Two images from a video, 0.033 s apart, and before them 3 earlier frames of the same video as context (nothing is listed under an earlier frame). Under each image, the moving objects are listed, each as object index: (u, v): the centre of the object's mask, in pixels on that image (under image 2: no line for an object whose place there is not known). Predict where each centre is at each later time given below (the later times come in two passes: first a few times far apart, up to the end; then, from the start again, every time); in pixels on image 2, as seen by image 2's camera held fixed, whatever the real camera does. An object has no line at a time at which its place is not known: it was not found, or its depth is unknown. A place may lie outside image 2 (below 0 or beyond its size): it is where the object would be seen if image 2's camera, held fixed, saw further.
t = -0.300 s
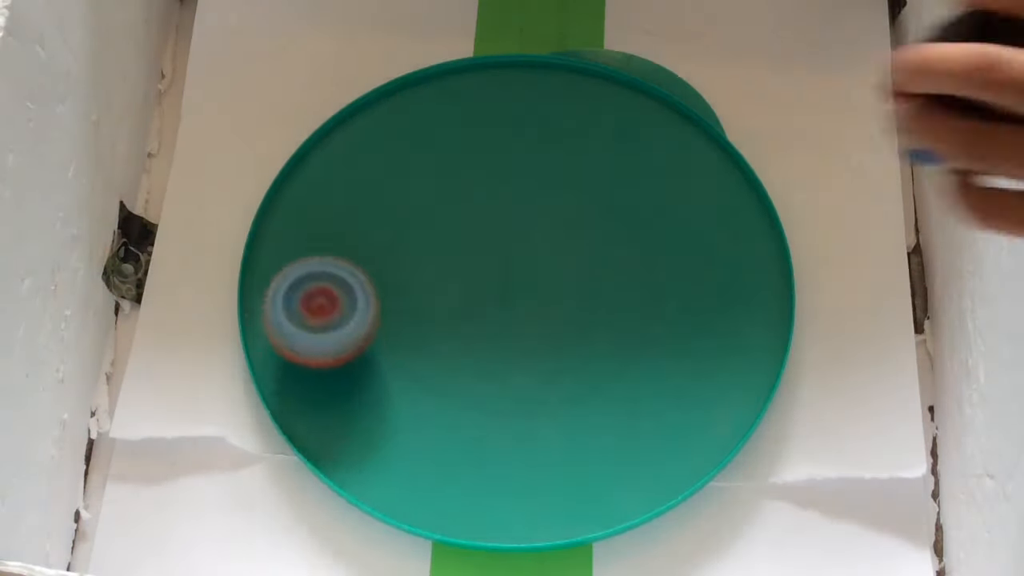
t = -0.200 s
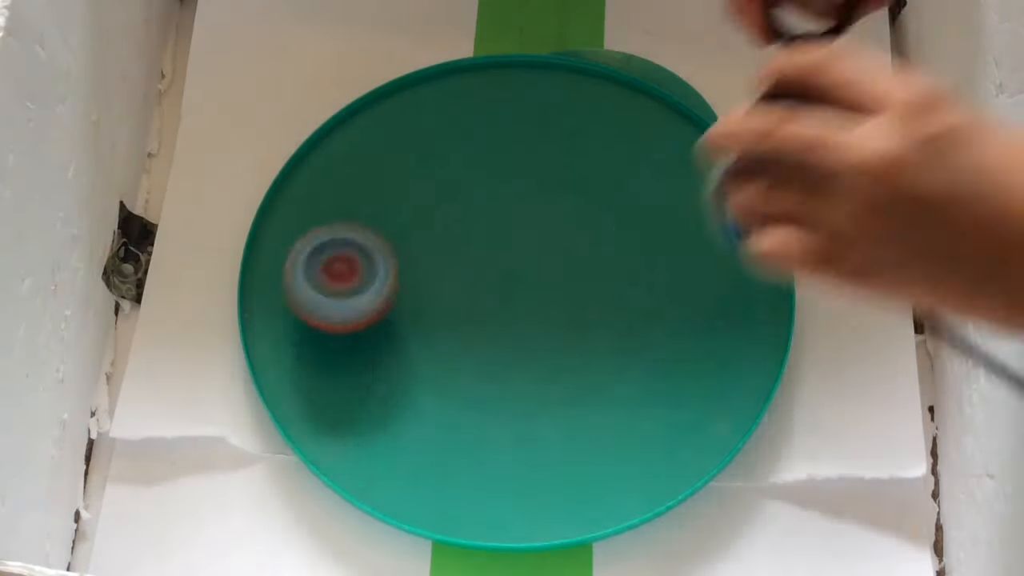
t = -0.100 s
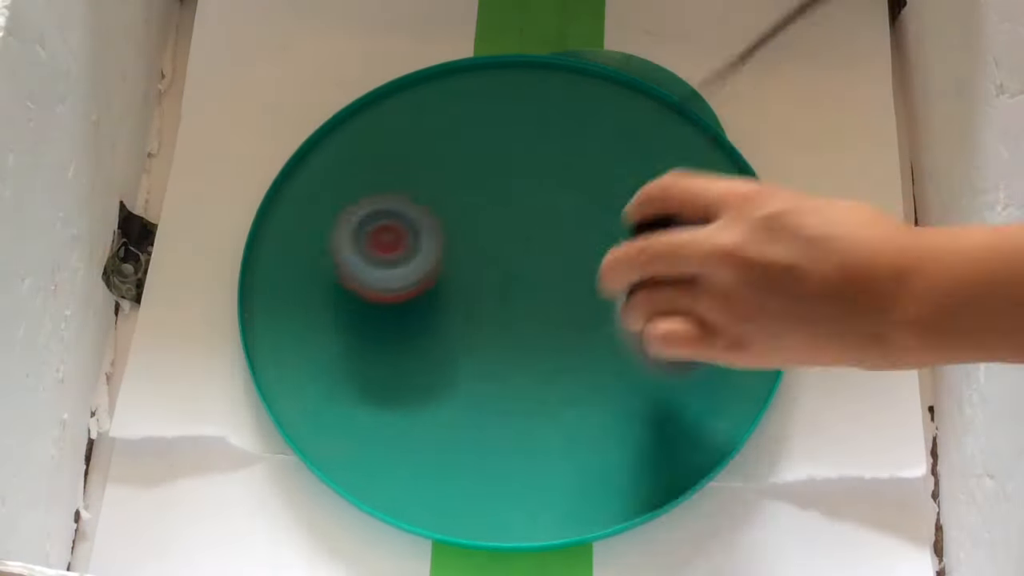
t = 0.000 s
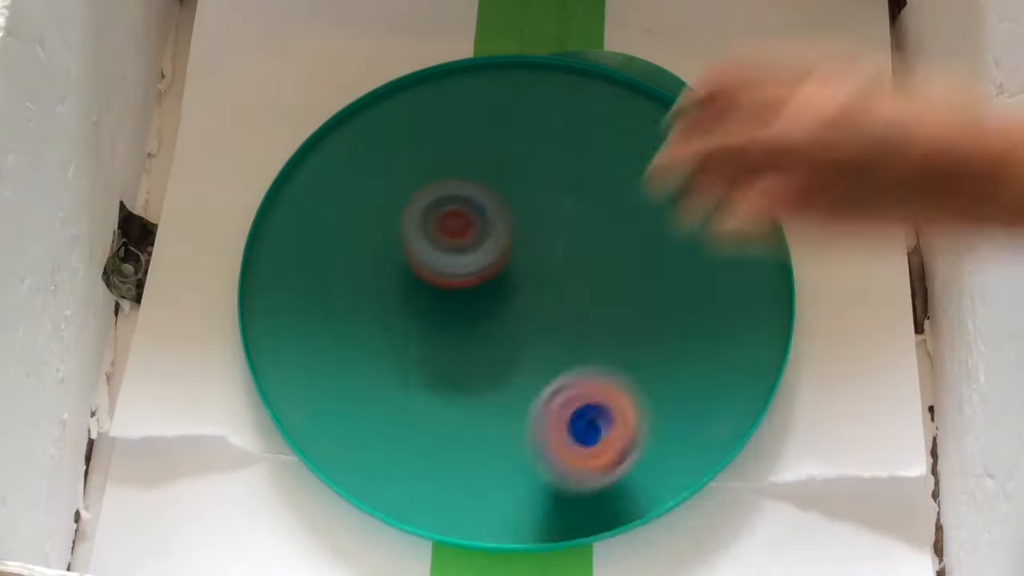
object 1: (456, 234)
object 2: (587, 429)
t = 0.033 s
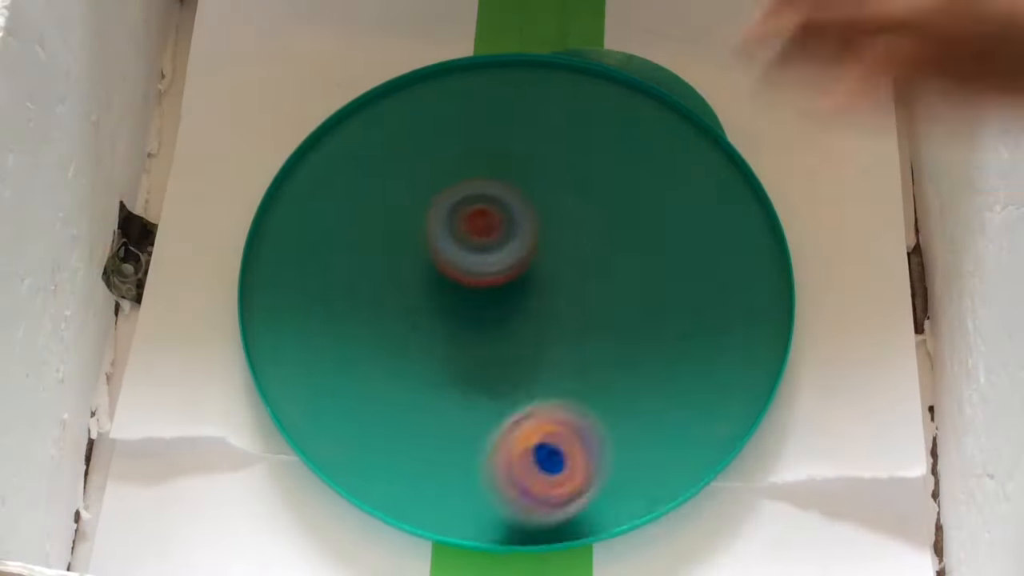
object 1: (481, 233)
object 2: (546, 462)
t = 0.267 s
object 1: (639, 320)
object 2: (270, 333)
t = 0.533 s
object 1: (584, 479)
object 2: (422, 68)
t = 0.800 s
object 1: (436, 390)
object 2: (709, 134)
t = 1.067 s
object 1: (504, 197)
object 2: (718, 411)
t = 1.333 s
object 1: (721, 191)
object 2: (408, 474)
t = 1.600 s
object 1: (727, 355)
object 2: (287, 301)
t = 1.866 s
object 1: (488, 404)
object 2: (392, 168)
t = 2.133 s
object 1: (340, 245)
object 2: (587, 189)
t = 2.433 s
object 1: (427, 79)
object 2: (665, 347)
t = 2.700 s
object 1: (618, 130)
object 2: (547, 422)
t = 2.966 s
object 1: (681, 335)
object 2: (441, 329)
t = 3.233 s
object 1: (539, 506)
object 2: (462, 218)
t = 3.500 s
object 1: (343, 433)
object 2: (565, 187)
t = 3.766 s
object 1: (341, 253)
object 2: (622, 260)
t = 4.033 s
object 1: (517, 150)
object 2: (546, 334)
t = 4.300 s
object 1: (711, 199)
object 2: (465, 318)
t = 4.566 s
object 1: (760, 355)
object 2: (464, 263)
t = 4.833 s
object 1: (582, 440)
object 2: (510, 251)
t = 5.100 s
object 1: (400, 343)
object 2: (545, 246)
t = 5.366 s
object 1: (378, 180)
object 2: (580, 256)
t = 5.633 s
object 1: (510, 101)
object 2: (568, 284)
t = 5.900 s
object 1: (647, 200)
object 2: (535, 290)
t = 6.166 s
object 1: (626, 367)
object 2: (528, 289)
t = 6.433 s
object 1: (472, 447)
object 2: (529, 310)
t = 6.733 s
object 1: (357, 335)
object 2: (509, 322)
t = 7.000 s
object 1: (452, 210)
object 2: (492, 317)
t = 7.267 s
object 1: (612, 197)
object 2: (486, 292)
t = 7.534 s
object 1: (696, 300)
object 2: (498, 283)
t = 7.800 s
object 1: (580, 384)
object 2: (507, 297)
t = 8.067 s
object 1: (465, 366)
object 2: (437, 247)
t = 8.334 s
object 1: (461, 311)
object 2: (417, 188)
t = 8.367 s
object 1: (466, 304)
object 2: (416, 185)
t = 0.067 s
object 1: (508, 236)
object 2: (498, 493)
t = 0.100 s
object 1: (535, 243)
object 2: (447, 499)
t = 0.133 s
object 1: (562, 254)
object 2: (406, 472)
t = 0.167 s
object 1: (586, 267)
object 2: (362, 446)
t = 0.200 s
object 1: (607, 282)
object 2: (316, 419)
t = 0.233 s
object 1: (624, 301)
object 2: (289, 376)
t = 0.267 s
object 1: (639, 320)
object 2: (270, 333)
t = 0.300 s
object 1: (648, 341)
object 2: (264, 288)
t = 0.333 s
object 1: (653, 362)
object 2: (264, 242)
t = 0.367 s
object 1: (653, 386)
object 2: (275, 201)
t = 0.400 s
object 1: (648, 410)
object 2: (294, 164)
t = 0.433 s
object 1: (638, 433)
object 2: (320, 132)
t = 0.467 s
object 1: (623, 453)
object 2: (350, 105)
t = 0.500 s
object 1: (605, 468)
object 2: (384, 84)
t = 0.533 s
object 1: (584, 479)
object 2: (422, 68)
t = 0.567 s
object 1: (561, 484)
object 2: (460, 58)
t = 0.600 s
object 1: (539, 484)
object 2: (500, 54)
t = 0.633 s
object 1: (516, 478)
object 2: (538, 53)
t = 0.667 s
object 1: (495, 467)
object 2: (577, 61)
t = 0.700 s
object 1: (476, 453)
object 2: (615, 72)
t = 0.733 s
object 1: (458, 435)
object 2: (648, 89)
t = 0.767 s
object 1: (445, 414)
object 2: (680, 111)
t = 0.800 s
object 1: (436, 390)
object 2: (709, 134)
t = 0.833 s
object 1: (430, 365)
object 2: (734, 163)
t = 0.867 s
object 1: (427, 338)
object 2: (751, 196)
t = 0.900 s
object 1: (428, 312)
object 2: (763, 230)
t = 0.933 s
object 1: (435, 286)
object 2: (770, 267)
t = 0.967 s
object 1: (446, 261)
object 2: (768, 304)
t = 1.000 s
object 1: (461, 236)
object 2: (757, 343)
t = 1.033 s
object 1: (481, 214)
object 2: (742, 377)
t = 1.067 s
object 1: (504, 197)
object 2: (718, 411)
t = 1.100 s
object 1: (530, 182)
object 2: (687, 439)
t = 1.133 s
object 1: (556, 171)
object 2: (651, 463)
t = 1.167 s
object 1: (583, 165)
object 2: (613, 483)
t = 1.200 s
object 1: (613, 163)
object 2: (568, 494)
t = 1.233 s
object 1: (642, 165)
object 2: (526, 495)
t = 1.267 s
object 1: (671, 171)
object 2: (485, 494)
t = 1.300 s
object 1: (697, 179)
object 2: (445, 488)
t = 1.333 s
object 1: (721, 191)
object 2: (408, 474)
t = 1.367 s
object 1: (742, 205)
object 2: (376, 457)
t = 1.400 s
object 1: (757, 223)
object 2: (350, 439)
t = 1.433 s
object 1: (769, 243)
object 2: (329, 418)
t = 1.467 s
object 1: (773, 265)
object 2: (314, 394)
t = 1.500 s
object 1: (767, 289)
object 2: (301, 372)
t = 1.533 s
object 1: (757, 312)
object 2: (293, 349)
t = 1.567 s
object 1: (744, 335)
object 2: (288, 325)
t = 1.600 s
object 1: (727, 355)
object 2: (287, 301)
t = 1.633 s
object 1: (704, 372)
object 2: (291, 281)
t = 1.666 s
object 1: (679, 387)
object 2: (297, 260)
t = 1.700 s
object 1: (649, 399)
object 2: (307, 238)
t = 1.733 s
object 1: (619, 408)
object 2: (318, 221)
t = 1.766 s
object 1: (585, 413)
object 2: (335, 204)
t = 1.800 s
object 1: (553, 414)
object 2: (350, 190)
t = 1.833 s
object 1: (520, 412)
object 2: (371, 176)
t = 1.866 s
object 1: (488, 404)
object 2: (392, 168)
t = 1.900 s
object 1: (458, 394)
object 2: (415, 163)
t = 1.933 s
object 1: (429, 378)
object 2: (438, 159)
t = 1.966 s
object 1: (404, 360)
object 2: (462, 159)
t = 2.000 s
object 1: (383, 339)
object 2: (489, 159)
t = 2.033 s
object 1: (367, 316)
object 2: (514, 163)
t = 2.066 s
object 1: (355, 292)
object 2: (539, 170)
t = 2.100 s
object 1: (347, 269)
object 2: (564, 178)
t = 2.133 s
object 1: (340, 245)
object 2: (587, 189)
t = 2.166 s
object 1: (338, 221)
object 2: (608, 199)
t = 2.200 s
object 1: (338, 198)
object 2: (625, 214)
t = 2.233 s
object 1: (340, 174)
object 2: (640, 230)
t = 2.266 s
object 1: (347, 153)
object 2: (653, 248)
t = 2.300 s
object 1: (357, 133)
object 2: (663, 267)
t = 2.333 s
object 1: (370, 115)
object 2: (668, 287)
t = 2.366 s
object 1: (386, 100)
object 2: (669, 309)
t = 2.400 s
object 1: (406, 88)
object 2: (668, 329)
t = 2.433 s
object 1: (427, 79)
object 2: (665, 347)
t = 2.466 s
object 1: (451, 73)
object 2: (658, 365)
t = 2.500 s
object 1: (475, 71)
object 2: (647, 380)
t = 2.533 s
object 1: (501, 73)
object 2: (634, 391)
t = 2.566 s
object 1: (526, 78)
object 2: (619, 402)
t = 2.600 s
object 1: (551, 86)
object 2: (602, 412)
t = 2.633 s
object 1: (576, 97)
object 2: (584, 418)
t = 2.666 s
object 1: (598, 112)
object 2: (564, 421)
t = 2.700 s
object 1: (618, 130)
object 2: (547, 422)
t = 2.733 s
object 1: (637, 151)
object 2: (527, 419)
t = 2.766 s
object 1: (654, 173)
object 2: (511, 413)
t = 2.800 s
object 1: (668, 201)
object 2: (496, 404)
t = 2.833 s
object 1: (677, 226)
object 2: (482, 392)
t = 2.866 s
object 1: (684, 251)
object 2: (469, 377)
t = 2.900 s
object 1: (686, 280)
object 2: (458, 362)
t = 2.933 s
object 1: (685, 307)
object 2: (449, 346)
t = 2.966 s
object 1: (681, 335)
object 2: (441, 329)
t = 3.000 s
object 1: (672, 362)
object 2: (436, 314)
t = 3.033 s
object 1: (661, 388)
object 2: (434, 299)
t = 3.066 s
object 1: (647, 413)
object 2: (434, 282)
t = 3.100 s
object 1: (630, 437)
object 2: (436, 268)
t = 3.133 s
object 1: (610, 458)
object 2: (440, 253)
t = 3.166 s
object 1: (588, 477)
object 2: (446, 240)
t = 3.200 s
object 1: (564, 492)
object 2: (454, 229)
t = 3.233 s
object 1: (539, 506)
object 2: (462, 218)
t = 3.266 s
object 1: (512, 506)
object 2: (472, 210)
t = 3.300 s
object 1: (485, 498)
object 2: (484, 202)
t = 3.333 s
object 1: (458, 491)
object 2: (495, 195)
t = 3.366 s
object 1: (433, 484)
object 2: (511, 190)
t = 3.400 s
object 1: (406, 476)
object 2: (525, 186)
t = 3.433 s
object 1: (382, 464)
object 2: (539, 184)
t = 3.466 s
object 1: (360, 450)
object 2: (551, 184)
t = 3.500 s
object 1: (343, 433)
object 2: (565, 187)
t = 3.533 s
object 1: (330, 412)
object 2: (579, 192)
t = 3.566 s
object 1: (320, 391)
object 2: (592, 196)
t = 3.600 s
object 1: (314, 368)
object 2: (601, 204)
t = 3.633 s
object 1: (311, 345)
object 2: (610, 213)
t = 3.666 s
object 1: (314, 320)
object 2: (616, 223)
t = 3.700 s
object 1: (319, 297)
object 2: (620, 235)
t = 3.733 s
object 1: (329, 274)
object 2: (621, 250)
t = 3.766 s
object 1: (341, 253)
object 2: (622, 260)
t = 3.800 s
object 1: (357, 233)
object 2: (618, 276)
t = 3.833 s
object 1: (375, 214)
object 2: (613, 288)
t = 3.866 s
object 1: (395, 197)
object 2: (608, 299)
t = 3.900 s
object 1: (418, 184)
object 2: (596, 310)
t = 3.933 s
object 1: (441, 172)
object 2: (586, 318)
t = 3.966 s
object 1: (466, 162)
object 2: (571, 326)
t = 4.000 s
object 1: (491, 155)
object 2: (559, 329)
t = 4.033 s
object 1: (517, 150)
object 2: (546, 334)
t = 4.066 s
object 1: (542, 148)
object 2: (533, 336)
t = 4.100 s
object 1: (569, 149)
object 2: (521, 336)
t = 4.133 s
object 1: (595, 152)
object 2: (509, 336)
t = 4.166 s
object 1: (620, 158)
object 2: (499, 336)
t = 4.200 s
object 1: (645, 165)
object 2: (488, 333)
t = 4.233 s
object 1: (669, 175)
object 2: (481, 329)
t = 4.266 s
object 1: (691, 186)
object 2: (472, 322)
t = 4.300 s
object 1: (711, 199)
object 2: (465, 318)
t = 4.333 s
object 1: (728, 213)
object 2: (460, 312)
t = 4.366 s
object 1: (743, 230)
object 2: (456, 304)
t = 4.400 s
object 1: (755, 249)
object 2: (455, 296)
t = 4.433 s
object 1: (764, 268)
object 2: (454, 291)
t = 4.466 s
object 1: (770, 290)
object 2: (456, 283)
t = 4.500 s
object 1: (771, 311)
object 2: (457, 275)
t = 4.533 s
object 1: (768, 334)
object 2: (461, 270)
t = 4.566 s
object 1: (760, 355)
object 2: (464, 263)
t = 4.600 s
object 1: (747, 375)
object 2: (471, 259)
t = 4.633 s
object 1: (731, 393)
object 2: (476, 255)
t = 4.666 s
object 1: (711, 410)
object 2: (484, 254)
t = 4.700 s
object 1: (689, 423)
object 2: (490, 252)
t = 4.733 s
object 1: (664, 433)
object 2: (494, 252)
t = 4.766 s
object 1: (637, 439)
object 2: (501, 249)
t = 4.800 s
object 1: (610, 441)
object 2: (505, 250)
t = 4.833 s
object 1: (582, 440)
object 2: (510, 251)
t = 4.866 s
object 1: (554, 436)
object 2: (515, 248)
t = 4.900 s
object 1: (526, 429)
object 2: (518, 249)
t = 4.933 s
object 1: (501, 420)
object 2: (524, 247)
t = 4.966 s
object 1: (478, 409)
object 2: (527, 247)
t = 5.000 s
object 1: (455, 394)
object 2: (529, 248)
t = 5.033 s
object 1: (434, 379)
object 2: (536, 246)
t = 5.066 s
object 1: (416, 361)
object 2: (539, 247)
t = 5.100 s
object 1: (400, 343)
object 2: (545, 246)
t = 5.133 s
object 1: (387, 322)
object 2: (551, 244)
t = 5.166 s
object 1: (377, 301)
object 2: (556, 245)
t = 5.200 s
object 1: (370, 279)
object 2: (563, 247)
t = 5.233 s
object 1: (366, 258)
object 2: (570, 247)
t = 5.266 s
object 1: (365, 236)
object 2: (573, 249)
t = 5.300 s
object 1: (366, 217)
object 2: (577, 251)
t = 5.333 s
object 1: (370, 198)
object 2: (580, 253)
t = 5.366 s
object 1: (378, 180)
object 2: (580, 256)
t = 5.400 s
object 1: (387, 162)
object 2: (580, 261)
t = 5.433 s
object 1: (399, 146)
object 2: (582, 264)
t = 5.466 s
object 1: (413, 132)
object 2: (579, 267)
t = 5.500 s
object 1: (429, 121)
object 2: (577, 271)
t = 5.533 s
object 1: (447, 112)
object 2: (577, 275)
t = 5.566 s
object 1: (467, 105)
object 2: (574, 277)
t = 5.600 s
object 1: (489, 101)
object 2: (571, 280)
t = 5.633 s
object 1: (510, 101)
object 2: (568, 284)
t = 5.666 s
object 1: (531, 104)
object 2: (565, 286)
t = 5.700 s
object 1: (552, 109)
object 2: (560, 286)
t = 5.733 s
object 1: (572, 118)
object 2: (556, 288)
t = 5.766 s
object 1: (591, 130)
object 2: (552, 290)
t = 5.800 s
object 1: (608, 145)
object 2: (548, 290)
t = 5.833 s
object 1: (624, 162)
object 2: (545, 288)
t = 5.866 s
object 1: (637, 181)
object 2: (539, 290)
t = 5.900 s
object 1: (647, 200)
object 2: (535, 290)
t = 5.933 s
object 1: (654, 220)
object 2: (534, 289)
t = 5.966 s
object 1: (658, 242)
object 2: (532, 288)
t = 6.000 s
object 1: (660, 263)
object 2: (527, 288)
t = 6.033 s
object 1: (658, 285)
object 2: (526, 288)
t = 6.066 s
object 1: (654, 307)
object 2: (528, 290)
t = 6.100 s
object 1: (647, 328)
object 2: (527, 290)
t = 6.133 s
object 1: (638, 348)
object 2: (527, 289)
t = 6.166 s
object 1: (626, 367)
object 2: (528, 289)
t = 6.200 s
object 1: (612, 384)
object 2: (528, 294)
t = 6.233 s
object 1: (595, 401)
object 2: (527, 295)
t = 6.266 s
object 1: (577, 415)
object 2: (530, 295)
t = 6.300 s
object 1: (558, 427)
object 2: (530, 297)
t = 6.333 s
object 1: (538, 436)
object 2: (528, 300)
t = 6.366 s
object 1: (516, 442)
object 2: (527, 302)
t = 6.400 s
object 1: (494, 446)
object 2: (528, 306)
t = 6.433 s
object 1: (472, 447)
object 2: (529, 310)
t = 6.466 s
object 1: (450, 445)
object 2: (528, 312)
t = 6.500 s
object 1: (430, 440)
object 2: (527, 312)
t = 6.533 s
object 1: (411, 431)
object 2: (525, 315)
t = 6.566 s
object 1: (394, 420)
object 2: (521, 318)
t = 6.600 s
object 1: (380, 407)
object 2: (517, 318)
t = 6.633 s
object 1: (370, 391)
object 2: (517, 319)
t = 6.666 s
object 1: (362, 373)
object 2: (515, 321)
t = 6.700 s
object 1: (357, 354)
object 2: (512, 323)
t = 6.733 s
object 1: (357, 335)
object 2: (509, 322)
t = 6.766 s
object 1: (359, 315)
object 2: (506, 323)
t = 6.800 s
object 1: (364, 297)
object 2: (502, 324)
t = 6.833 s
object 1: (373, 278)
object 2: (499, 324)
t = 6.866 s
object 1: (385, 262)
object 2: (498, 324)
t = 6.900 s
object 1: (400, 247)
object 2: (496, 323)
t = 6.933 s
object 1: (416, 233)
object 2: (493, 322)
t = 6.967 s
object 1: (433, 221)
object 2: (492, 318)
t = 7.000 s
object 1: (452, 210)
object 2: (492, 317)
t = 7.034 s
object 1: (472, 202)
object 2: (491, 314)
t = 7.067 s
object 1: (491, 196)
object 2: (490, 309)
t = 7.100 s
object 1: (511, 191)
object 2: (491, 305)
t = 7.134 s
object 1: (532, 188)
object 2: (489, 303)
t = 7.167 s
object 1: (552, 188)
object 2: (486, 300)
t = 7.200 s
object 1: (573, 189)
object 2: (486, 296)
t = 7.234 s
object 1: (593, 192)
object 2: (487, 294)
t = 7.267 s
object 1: (612, 197)
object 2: (486, 292)
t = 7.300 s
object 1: (631, 205)
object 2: (486, 289)
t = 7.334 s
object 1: (647, 213)
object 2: (488, 287)
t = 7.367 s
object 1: (662, 225)
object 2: (490, 286)
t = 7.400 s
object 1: (675, 238)
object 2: (491, 285)
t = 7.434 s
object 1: (685, 251)
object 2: (493, 284)
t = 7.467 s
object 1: (692, 267)
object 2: (494, 284)
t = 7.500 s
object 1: (696, 283)
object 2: (496, 284)
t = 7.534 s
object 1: (696, 300)
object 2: (498, 283)
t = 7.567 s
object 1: (692, 317)
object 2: (501, 286)
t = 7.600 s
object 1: (685, 332)
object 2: (501, 287)
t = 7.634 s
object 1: (673, 347)
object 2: (501, 288)
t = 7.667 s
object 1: (659, 359)
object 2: (503, 290)
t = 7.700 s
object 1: (643, 369)
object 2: (504, 292)
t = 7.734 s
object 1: (623, 377)
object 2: (503, 294)
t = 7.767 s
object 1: (602, 382)
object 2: (505, 294)
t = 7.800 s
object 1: (580, 384)
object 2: (507, 297)
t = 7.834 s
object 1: (564, 389)
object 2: (498, 294)
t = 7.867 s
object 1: (552, 394)
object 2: (485, 284)
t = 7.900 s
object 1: (536, 397)
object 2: (474, 277)
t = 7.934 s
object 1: (521, 396)
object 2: (465, 270)
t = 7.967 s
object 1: (504, 392)
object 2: (456, 263)
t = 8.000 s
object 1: (489, 386)
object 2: (449, 257)
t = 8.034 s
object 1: (476, 377)
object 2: (442, 252)
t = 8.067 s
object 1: (465, 366)
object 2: (437, 247)
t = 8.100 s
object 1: (457, 353)
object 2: (435, 242)
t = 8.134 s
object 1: (451, 342)
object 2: (434, 237)
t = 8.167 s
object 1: (451, 337)
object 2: (429, 225)
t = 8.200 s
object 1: (450, 331)
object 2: (425, 214)
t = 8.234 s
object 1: (452, 327)
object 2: (422, 205)
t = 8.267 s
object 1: (453, 321)
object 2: (421, 196)
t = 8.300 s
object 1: (456, 316)
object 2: (419, 192)
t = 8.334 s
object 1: (461, 311)
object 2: (417, 188)
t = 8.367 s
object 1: (466, 304)
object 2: (416, 185)
